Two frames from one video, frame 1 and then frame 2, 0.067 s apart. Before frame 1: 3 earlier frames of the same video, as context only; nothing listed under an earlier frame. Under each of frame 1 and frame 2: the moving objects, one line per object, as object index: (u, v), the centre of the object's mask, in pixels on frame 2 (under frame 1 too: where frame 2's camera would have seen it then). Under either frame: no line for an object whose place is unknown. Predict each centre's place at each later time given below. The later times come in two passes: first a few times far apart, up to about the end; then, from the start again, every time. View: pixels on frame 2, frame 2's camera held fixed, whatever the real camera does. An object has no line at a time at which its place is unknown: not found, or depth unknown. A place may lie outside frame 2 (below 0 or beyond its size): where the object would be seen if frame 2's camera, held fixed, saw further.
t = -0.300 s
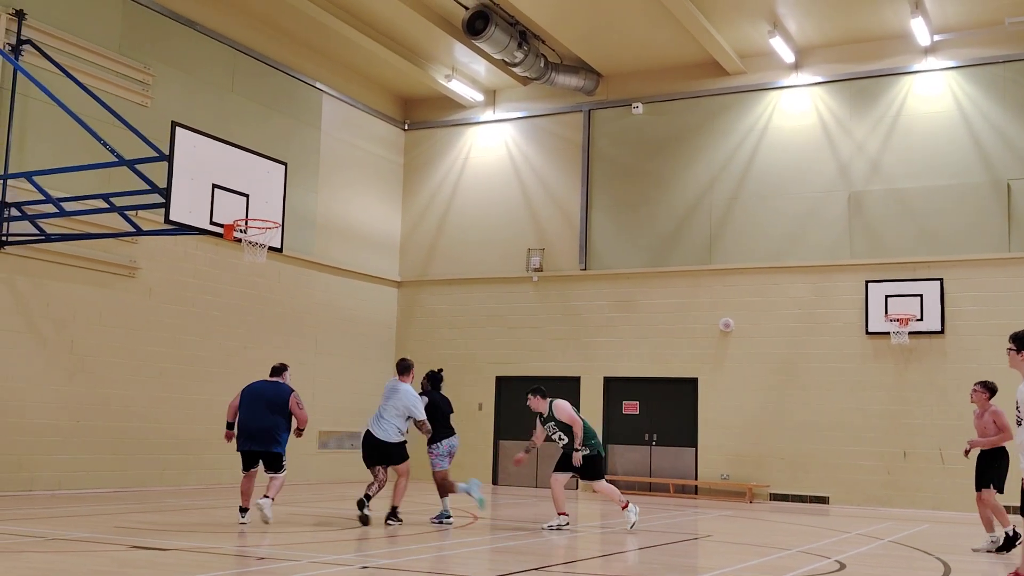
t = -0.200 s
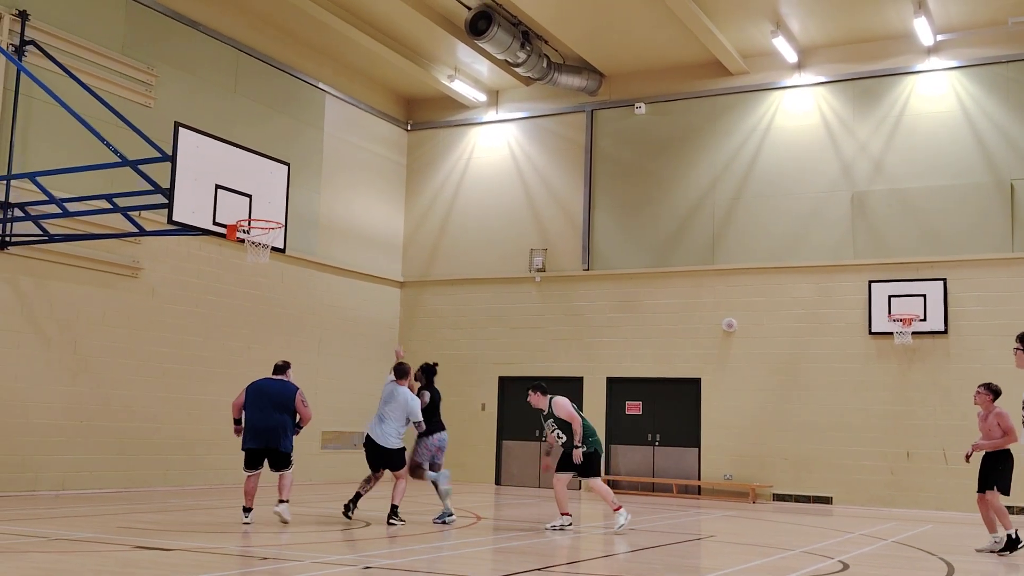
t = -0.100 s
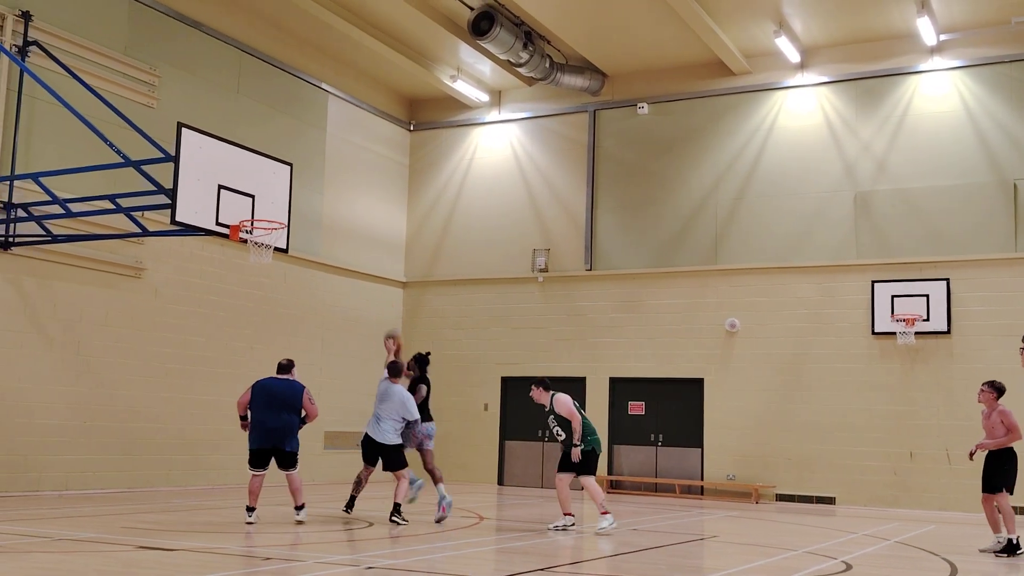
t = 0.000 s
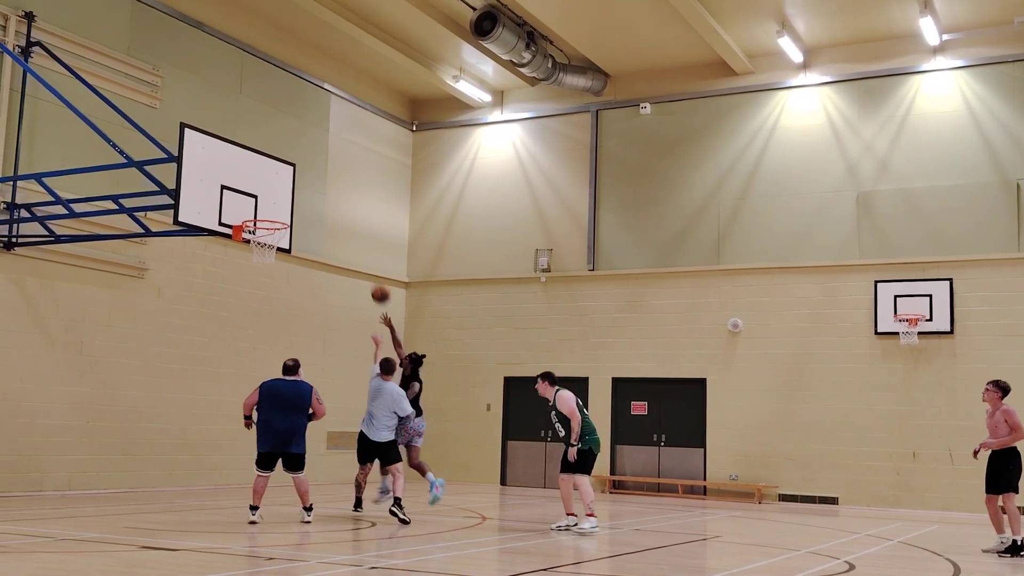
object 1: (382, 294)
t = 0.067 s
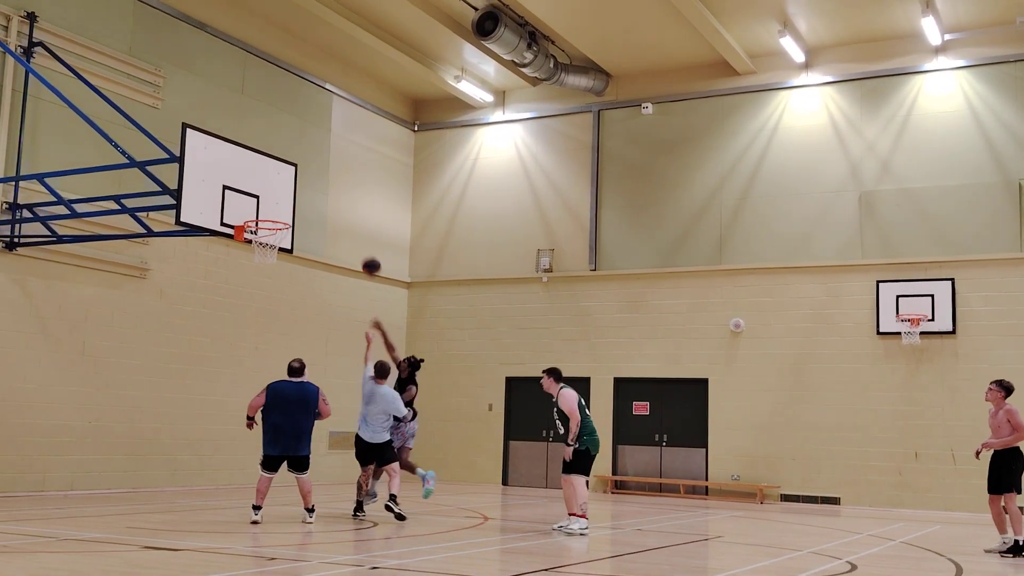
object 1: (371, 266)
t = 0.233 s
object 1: (342, 212)
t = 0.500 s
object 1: (290, 169)
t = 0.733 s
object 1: (247, 177)
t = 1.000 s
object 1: (232, 233)
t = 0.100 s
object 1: (365, 253)
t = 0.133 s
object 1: (360, 241)
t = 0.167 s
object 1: (354, 231)
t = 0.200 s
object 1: (348, 221)
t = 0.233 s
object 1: (342, 212)
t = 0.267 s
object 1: (335, 203)
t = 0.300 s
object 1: (329, 195)
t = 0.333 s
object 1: (323, 189)
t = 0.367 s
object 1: (317, 183)
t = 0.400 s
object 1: (310, 178)
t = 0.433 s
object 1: (304, 174)
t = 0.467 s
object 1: (297, 171)
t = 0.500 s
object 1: (290, 169)
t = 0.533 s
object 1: (283, 167)
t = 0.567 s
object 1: (276, 167)
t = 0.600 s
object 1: (269, 167)
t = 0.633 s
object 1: (261, 169)
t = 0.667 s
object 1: (253, 172)
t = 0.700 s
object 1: (248, 175)
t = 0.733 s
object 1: (247, 177)
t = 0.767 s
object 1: (245, 180)
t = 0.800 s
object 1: (244, 184)
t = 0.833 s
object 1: (242, 189)
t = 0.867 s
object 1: (240, 196)
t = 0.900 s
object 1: (238, 203)
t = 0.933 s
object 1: (236, 212)
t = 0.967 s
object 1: (233, 222)
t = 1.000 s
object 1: (232, 233)
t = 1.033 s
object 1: (228, 245)
